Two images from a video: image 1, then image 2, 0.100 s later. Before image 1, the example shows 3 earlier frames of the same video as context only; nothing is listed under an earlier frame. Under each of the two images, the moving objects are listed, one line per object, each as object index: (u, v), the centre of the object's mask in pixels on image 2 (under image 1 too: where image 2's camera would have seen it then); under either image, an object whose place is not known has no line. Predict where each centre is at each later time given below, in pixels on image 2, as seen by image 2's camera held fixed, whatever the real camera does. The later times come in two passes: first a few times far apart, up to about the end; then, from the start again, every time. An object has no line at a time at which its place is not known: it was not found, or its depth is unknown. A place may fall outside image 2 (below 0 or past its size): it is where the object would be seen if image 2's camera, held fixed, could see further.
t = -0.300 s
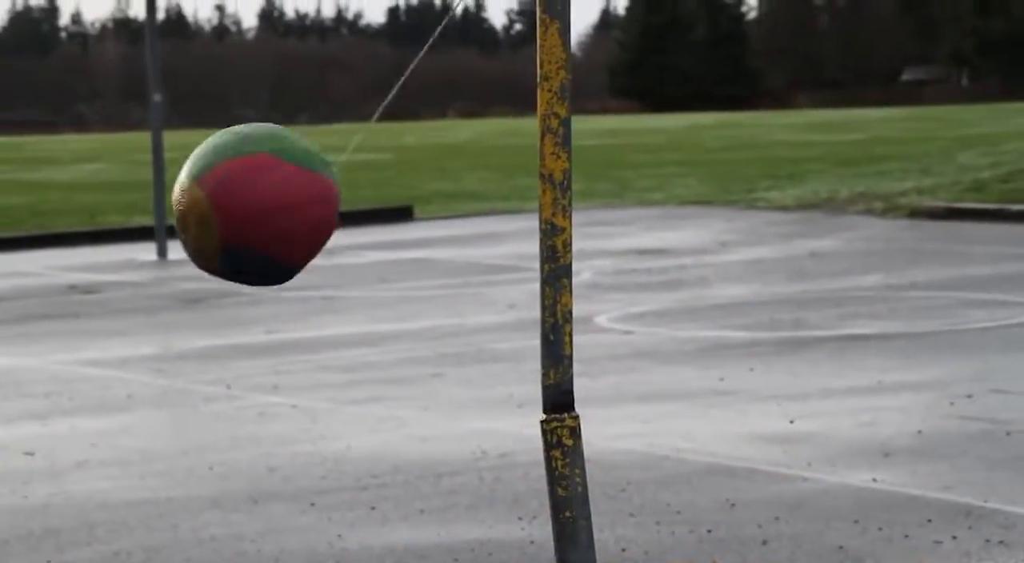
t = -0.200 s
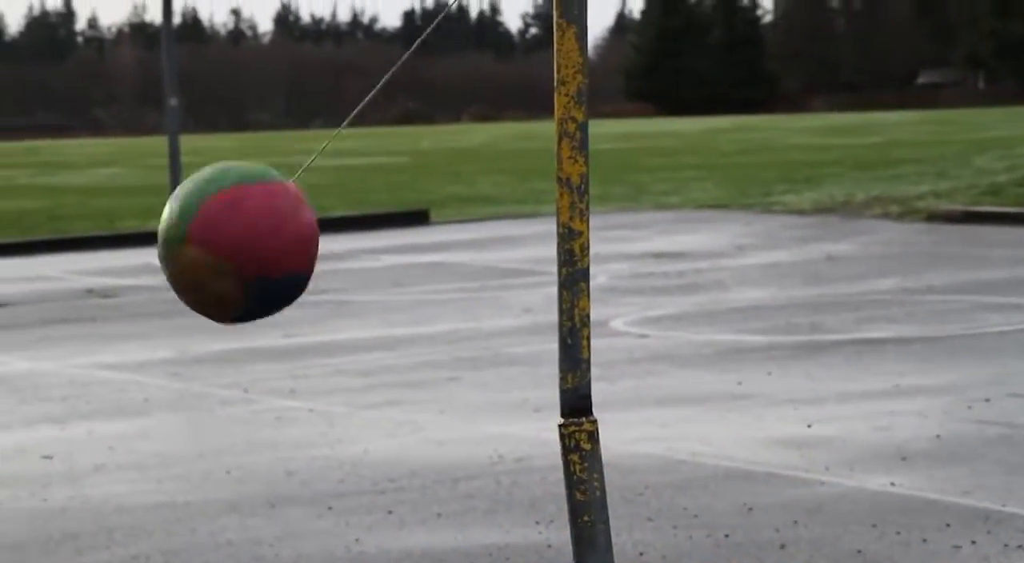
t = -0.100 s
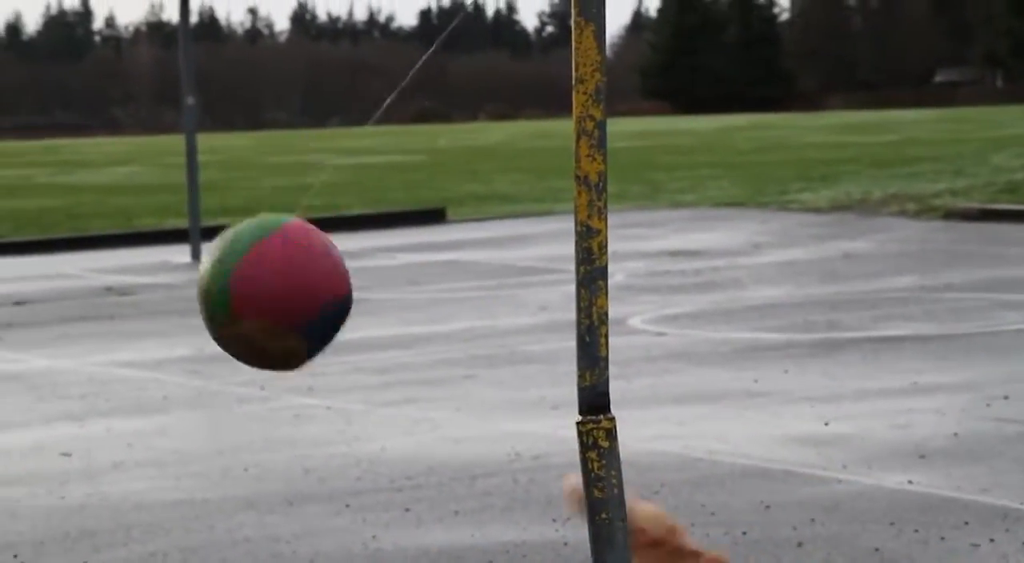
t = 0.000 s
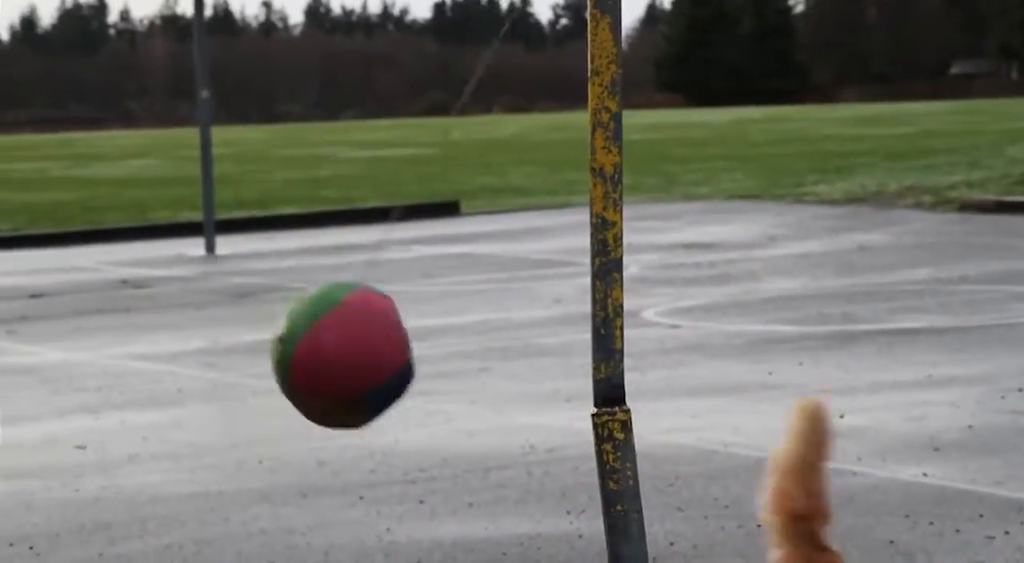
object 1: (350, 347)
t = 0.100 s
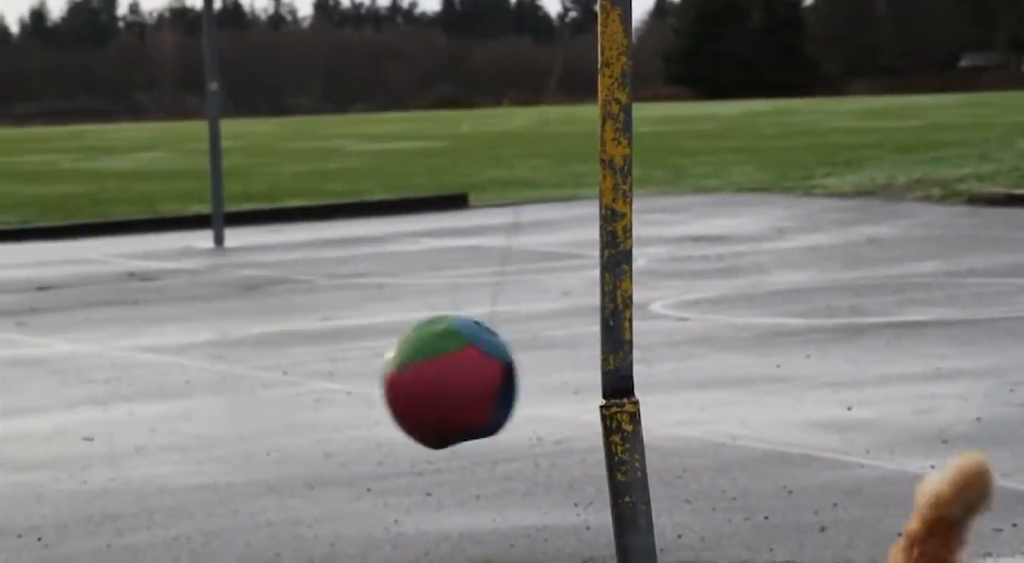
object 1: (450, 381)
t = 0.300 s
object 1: (690, 326)
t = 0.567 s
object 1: (875, 183)
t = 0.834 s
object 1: (863, 296)
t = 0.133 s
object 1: (488, 385)
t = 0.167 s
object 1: (530, 384)
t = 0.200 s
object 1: (560, 380)
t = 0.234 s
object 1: (601, 367)
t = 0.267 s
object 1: (669, 349)
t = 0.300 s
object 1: (690, 326)
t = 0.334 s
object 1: (722, 302)
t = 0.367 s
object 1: (753, 278)
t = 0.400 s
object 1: (783, 258)
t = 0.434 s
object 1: (809, 237)
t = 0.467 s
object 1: (831, 220)
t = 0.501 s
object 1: (849, 204)
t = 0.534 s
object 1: (864, 192)
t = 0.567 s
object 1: (875, 183)
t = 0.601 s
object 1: (884, 179)
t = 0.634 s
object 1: (892, 181)
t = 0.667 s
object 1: (896, 189)
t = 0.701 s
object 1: (898, 202)
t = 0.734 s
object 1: (899, 223)
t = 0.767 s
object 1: (895, 244)
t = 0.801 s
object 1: (881, 272)
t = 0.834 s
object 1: (863, 296)
